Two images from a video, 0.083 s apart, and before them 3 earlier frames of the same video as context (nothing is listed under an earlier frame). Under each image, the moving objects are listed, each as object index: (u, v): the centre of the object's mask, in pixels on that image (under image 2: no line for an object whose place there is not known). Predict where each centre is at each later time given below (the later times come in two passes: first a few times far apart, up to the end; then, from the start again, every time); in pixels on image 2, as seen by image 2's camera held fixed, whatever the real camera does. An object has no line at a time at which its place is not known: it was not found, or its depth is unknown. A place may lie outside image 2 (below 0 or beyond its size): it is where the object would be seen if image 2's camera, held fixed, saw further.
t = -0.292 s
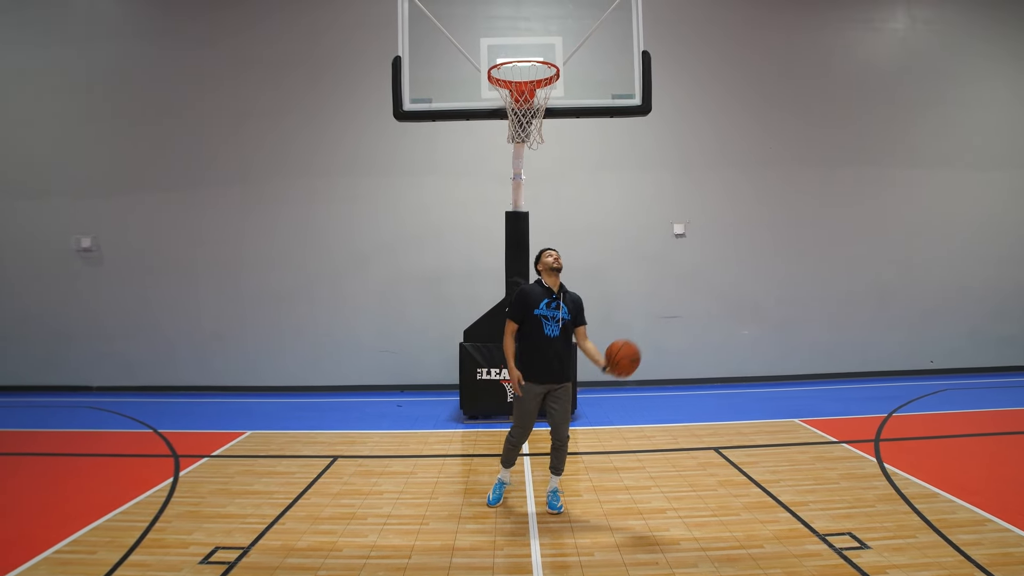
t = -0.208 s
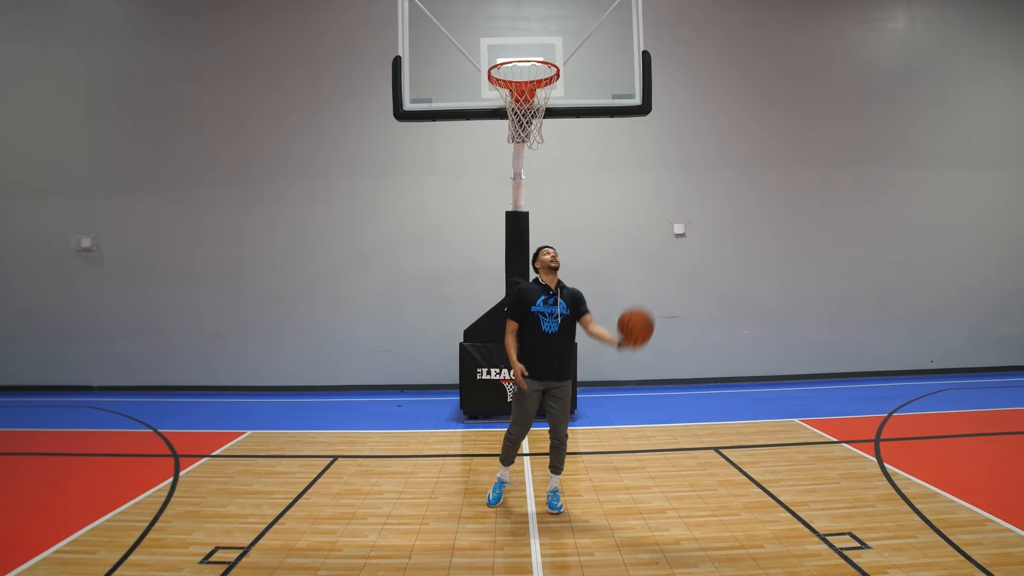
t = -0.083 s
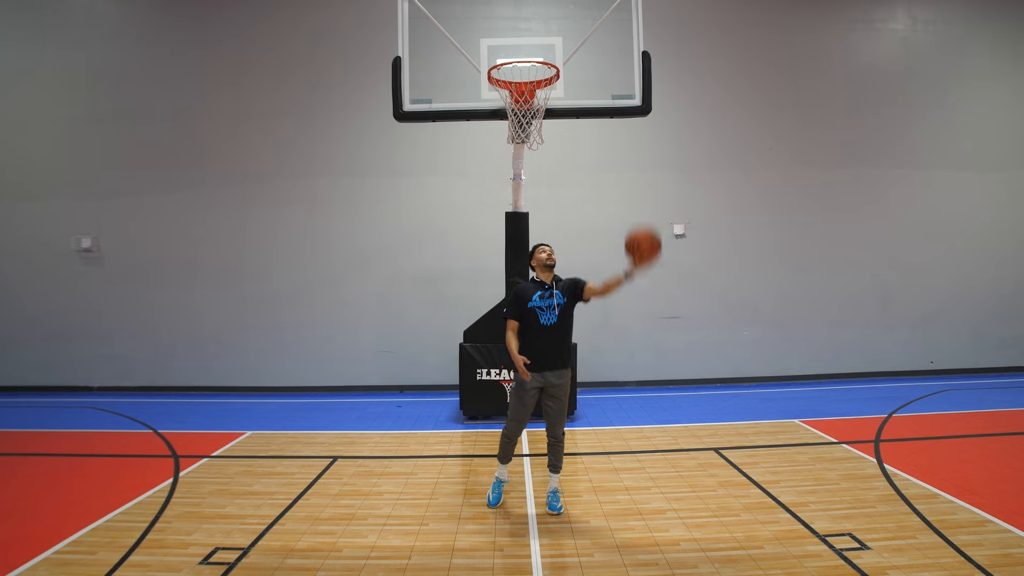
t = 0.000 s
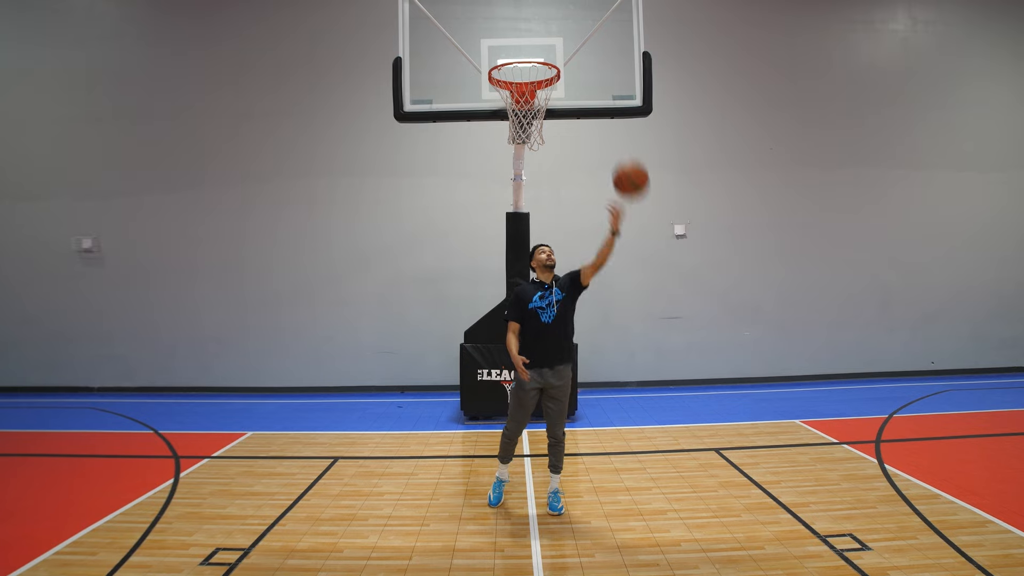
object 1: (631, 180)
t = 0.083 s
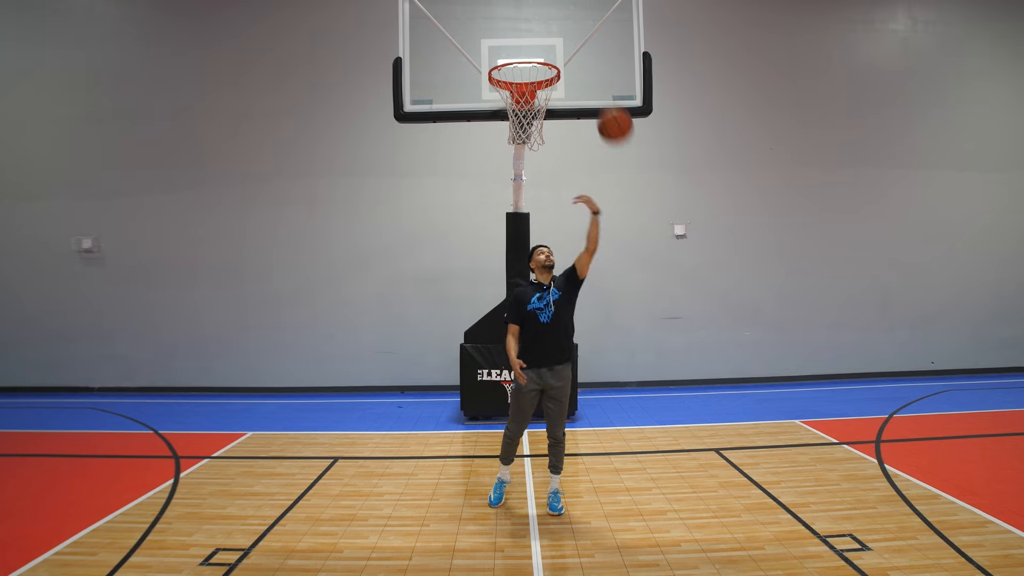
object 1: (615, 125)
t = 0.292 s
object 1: (580, 41)
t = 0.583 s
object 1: (541, 28)
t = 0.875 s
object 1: (517, 127)
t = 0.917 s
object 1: (519, 147)
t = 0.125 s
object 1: (607, 103)
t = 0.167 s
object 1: (600, 83)
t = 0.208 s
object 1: (593, 67)
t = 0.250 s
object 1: (586, 53)
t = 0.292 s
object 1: (580, 41)
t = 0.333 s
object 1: (573, 32)
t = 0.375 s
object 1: (567, 26)
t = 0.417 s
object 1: (562, 22)
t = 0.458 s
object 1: (557, 20)
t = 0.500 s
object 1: (551, 20)
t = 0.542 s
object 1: (546, 23)
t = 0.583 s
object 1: (541, 28)
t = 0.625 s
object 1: (536, 35)
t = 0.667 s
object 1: (531, 44)
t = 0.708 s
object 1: (525, 57)
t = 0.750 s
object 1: (520, 73)
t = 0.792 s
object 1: (518, 91)
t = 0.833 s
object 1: (518, 109)
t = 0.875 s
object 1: (517, 127)
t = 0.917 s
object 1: (519, 147)
